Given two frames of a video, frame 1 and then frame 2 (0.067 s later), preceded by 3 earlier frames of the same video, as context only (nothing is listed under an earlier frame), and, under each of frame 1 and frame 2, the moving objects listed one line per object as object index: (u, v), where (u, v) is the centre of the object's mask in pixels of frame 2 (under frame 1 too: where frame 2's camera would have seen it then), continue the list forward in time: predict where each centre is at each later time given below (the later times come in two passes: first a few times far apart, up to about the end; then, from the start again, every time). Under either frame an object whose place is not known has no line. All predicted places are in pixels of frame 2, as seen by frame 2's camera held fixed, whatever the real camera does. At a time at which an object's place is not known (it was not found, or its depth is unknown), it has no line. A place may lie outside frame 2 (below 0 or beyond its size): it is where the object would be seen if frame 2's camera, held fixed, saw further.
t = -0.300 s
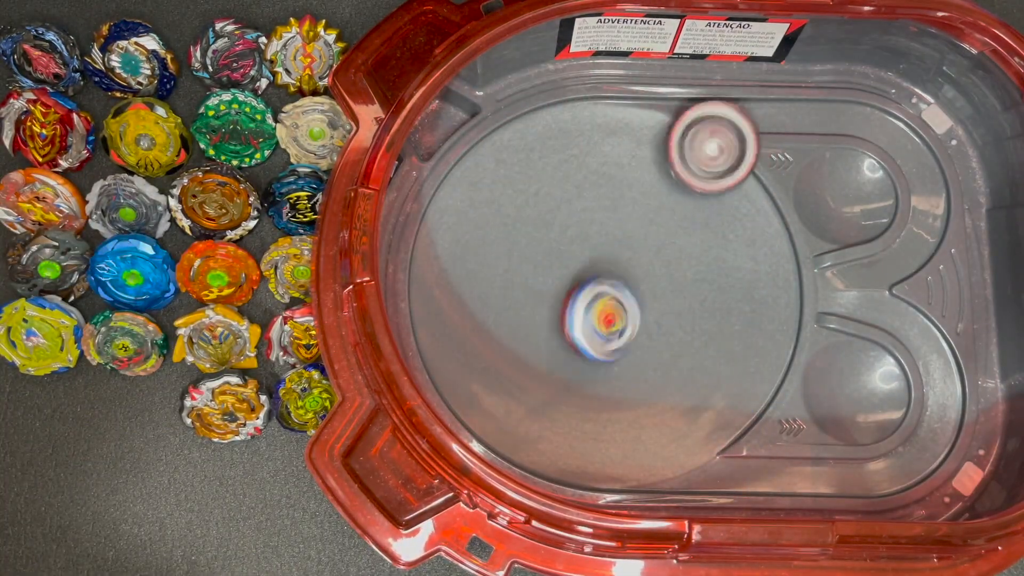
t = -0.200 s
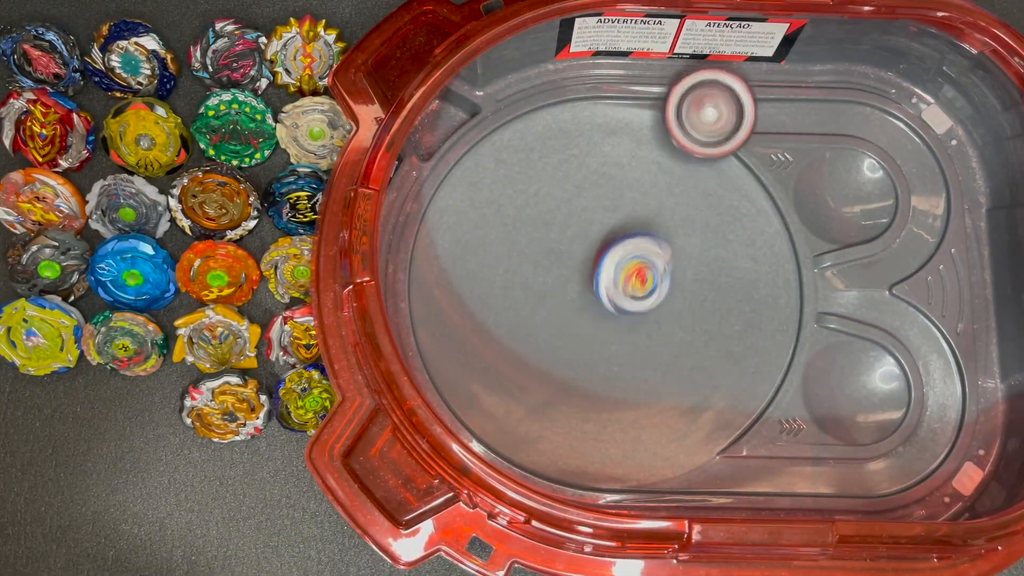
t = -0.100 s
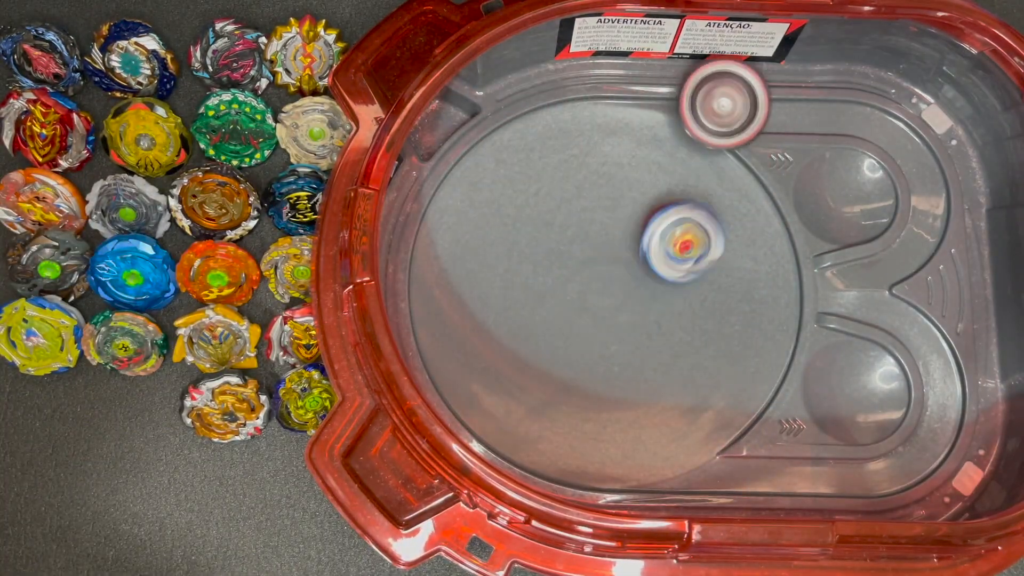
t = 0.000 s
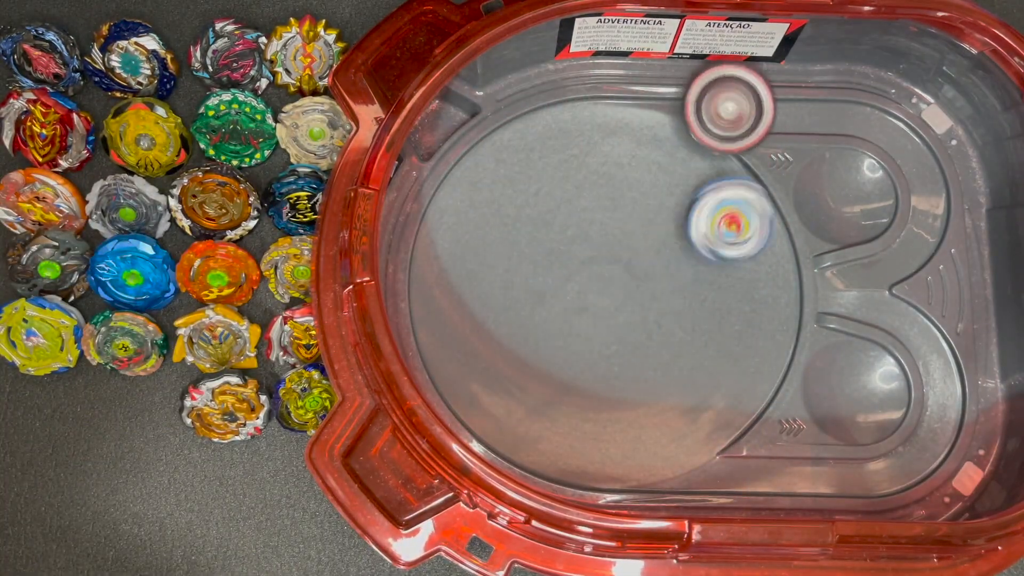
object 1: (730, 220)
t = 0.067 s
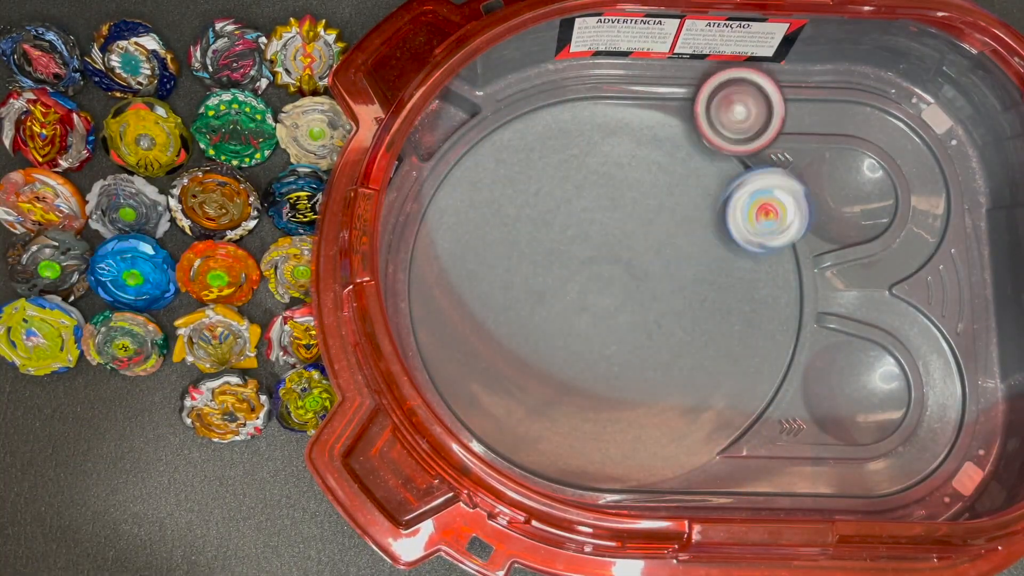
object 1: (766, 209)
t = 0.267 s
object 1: (701, 260)
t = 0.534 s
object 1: (587, 299)
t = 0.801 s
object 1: (545, 240)
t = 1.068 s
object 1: (616, 221)
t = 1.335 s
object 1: (694, 245)
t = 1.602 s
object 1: (678, 240)
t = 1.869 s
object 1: (624, 262)
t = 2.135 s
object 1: (587, 350)
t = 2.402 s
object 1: (571, 338)
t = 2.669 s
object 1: (575, 337)
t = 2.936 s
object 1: (556, 337)
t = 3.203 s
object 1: (589, 341)
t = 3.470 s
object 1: (568, 331)
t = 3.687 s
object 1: (579, 333)
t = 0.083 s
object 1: (775, 207)
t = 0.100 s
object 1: (782, 208)
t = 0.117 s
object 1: (782, 214)
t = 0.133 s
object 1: (772, 220)
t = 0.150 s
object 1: (765, 227)
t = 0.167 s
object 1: (755, 233)
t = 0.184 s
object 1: (746, 238)
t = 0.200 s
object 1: (736, 243)
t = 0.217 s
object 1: (726, 246)
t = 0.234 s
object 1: (719, 250)
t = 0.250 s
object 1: (710, 254)
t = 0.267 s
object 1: (701, 260)
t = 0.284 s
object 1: (694, 263)
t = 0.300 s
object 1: (686, 269)
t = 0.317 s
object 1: (680, 271)
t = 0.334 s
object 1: (674, 275)
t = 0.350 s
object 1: (667, 280)
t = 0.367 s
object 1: (661, 283)
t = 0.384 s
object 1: (654, 285)
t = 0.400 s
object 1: (648, 288)
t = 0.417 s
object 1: (640, 292)
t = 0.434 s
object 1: (631, 295)
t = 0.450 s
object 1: (625, 296)
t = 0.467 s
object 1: (617, 297)
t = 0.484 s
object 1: (610, 298)
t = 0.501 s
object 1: (601, 298)
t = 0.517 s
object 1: (595, 298)
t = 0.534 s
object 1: (587, 299)
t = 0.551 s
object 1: (580, 296)
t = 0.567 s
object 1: (574, 295)
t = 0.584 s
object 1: (567, 293)
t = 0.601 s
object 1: (564, 290)
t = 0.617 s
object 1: (558, 285)
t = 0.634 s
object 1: (554, 281)
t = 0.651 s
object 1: (549, 277)
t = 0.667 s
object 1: (547, 275)
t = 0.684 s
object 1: (545, 268)
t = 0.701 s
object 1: (543, 264)
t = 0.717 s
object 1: (541, 260)
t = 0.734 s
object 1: (540, 255)
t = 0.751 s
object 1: (540, 252)
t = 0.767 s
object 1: (540, 248)
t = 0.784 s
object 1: (543, 244)
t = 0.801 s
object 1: (545, 240)
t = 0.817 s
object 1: (547, 237)
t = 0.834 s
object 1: (549, 234)
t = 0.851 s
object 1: (553, 230)
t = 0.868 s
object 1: (555, 229)
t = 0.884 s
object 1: (559, 227)
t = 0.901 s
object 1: (564, 225)
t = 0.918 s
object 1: (568, 222)
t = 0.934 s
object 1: (573, 222)
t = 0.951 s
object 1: (577, 220)
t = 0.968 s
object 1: (583, 219)
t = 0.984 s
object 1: (588, 219)
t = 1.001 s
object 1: (594, 219)
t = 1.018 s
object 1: (598, 220)
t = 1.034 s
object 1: (604, 220)
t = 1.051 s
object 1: (611, 220)
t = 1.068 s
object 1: (616, 221)
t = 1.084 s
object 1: (622, 222)
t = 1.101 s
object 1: (628, 223)
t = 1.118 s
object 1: (635, 224)
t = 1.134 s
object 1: (640, 225)
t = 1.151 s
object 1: (645, 228)
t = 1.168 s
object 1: (651, 229)
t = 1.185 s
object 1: (657, 231)
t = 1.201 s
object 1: (662, 233)
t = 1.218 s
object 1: (667, 235)
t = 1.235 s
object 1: (671, 237)
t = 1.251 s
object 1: (676, 239)
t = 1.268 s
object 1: (680, 241)
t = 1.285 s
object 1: (683, 242)
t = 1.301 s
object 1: (687, 243)
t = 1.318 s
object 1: (691, 244)
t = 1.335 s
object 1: (694, 245)
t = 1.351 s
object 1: (697, 247)
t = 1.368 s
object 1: (700, 247)
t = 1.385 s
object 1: (702, 247)
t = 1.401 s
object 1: (704, 247)
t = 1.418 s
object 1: (705, 247)
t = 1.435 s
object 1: (705, 246)
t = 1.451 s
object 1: (704, 247)
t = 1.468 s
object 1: (703, 247)
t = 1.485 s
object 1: (700, 247)
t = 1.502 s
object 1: (697, 247)
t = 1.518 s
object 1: (695, 247)
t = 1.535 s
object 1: (692, 246)
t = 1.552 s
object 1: (689, 245)
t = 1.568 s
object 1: (685, 244)
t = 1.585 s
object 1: (681, 242)
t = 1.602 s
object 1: (678, 240)
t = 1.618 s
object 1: (676, 239)
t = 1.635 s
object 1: (673, 237)
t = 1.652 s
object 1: (672, 236)
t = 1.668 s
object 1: (670, 234)
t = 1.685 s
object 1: (668, 233)
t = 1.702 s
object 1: (667, 232)
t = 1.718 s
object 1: (666, 230)
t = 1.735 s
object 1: (665, 229)
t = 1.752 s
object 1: (661, 231)
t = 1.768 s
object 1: (656, 237)
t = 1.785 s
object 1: (651, 243)
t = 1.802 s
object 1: (647, 247)
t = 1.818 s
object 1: (641, 250)
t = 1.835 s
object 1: (635, 252)
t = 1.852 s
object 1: (629, 256)
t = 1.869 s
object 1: (624, 262)
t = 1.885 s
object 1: (618, 274)
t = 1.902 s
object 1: (613, 287)
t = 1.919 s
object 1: (609, 297)
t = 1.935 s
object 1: (605, 308)
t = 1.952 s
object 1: (602, 315)
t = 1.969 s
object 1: (598, 322)
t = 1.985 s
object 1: (594, 329)
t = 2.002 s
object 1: (593, 334)
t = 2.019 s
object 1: (590, 339)
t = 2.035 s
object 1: (587, 344)
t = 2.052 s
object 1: (586, 347)
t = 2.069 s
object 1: (586, 348)
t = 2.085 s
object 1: (586, 350)
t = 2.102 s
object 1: (587, 350)
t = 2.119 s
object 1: (587, 350)
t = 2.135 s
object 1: (587, 350)
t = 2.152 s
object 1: (587, 349)
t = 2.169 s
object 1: (587, 349)
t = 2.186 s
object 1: (586, 348)
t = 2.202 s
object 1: (586, 348)
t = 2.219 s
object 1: (584, 347)
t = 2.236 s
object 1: (583, 346)
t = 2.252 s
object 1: (581, 344)
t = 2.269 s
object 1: (580, 343)
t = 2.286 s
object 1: (580, 342)
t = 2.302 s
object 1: (578, 341)
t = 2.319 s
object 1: (577, 341)
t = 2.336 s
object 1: (576, 340)
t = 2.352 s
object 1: (574, 340)
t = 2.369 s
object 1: (573, 339)
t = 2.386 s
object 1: (572, 338)
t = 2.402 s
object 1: (571, 338)
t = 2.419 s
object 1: (570, 338)
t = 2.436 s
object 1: (569, 338)
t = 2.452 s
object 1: (569, 338)
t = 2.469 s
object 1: (569, 338)
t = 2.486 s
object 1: (570, 338)
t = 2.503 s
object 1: (571, 338)
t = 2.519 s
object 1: (572, 338)
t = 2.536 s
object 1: (573, 337)
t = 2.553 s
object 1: (574, 338)
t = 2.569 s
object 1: (575, 338)
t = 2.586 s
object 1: (576, 338)
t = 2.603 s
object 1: (576, 338)
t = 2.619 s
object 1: (576, 338)
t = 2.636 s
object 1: (576, 338)
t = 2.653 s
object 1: (575, 338)
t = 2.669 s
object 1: (575, 337)
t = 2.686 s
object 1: (574, 337)
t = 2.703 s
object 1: (574, 337)
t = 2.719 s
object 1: (573, 337)
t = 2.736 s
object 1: (573, 336)
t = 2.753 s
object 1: (571, 337)
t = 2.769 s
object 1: (567, 337)
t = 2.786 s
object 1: (562, 337)
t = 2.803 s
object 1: (559, 337)
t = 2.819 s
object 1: (557, 337)
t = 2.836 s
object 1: (556, 337)
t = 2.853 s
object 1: (555, 338)
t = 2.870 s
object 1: (554, 338)
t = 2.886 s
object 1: (554, 338)
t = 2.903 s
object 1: (554, 338)
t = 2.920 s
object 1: (555, 337)
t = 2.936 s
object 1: (556, 337)
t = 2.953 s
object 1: (558, 337)
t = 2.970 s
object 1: (560, 336)
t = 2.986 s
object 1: (563, 336)
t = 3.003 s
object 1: (566, 336)
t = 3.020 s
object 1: (570, 336)
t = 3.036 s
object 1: (574, 336)
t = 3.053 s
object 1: (577, 337)
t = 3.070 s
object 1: (581, 338)
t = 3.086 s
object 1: (583, 338)
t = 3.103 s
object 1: (586, 339)
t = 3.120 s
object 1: (587, 339)
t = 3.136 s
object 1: (588, 340)
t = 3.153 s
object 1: (589, 341)
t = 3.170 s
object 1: (589, 341)
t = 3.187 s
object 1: (590, 341)
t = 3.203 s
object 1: (589, 341)
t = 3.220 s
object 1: (589, 341)
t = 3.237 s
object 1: (588, 340)
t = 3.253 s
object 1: (587, 340)
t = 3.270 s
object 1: (586, 339)
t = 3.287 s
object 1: (585, 337)
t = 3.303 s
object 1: (583, 336)
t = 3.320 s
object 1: (581, 334)
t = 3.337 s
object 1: (580, 334)
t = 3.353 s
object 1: (578, 333)
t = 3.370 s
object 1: (576, 332)
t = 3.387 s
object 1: (574, 332)
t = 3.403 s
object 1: (572, 331)
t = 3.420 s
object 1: (571, 331)
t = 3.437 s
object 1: (570, 331)
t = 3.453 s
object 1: (569, 331)
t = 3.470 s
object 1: (568, 331)
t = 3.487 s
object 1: (568, 331)
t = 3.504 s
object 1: (569, 331)
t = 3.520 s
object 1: (570, 331)
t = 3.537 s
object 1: (571, 331)
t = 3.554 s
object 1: (572, 331)
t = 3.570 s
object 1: (573, 331)
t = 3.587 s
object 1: (575, 332)
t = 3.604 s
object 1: (576, 332)
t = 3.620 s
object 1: (577, 332)
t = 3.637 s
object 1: (578, 333)
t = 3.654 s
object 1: (578, 333)
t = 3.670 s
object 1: (579, 333)
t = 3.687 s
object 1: (579, 333)
